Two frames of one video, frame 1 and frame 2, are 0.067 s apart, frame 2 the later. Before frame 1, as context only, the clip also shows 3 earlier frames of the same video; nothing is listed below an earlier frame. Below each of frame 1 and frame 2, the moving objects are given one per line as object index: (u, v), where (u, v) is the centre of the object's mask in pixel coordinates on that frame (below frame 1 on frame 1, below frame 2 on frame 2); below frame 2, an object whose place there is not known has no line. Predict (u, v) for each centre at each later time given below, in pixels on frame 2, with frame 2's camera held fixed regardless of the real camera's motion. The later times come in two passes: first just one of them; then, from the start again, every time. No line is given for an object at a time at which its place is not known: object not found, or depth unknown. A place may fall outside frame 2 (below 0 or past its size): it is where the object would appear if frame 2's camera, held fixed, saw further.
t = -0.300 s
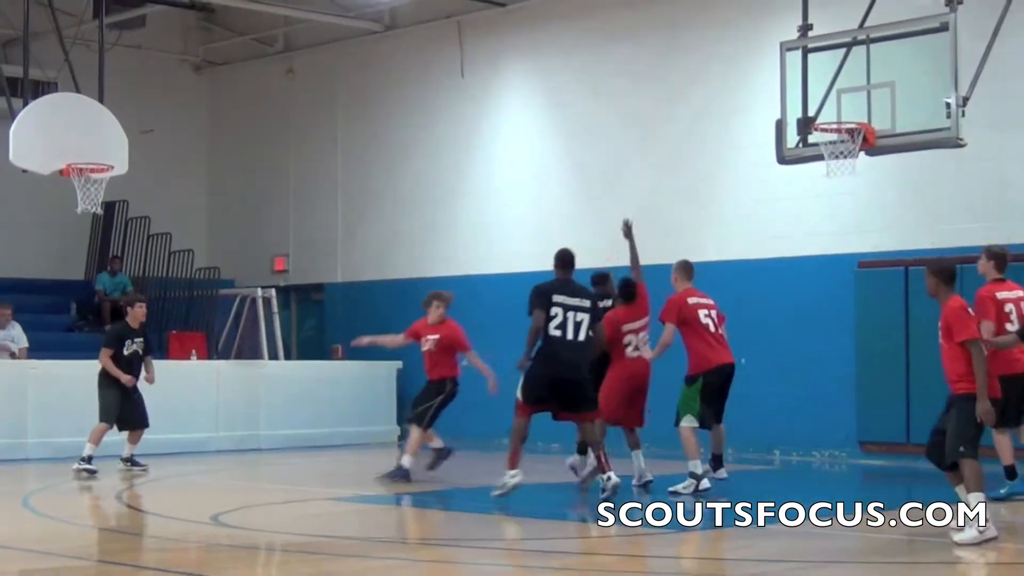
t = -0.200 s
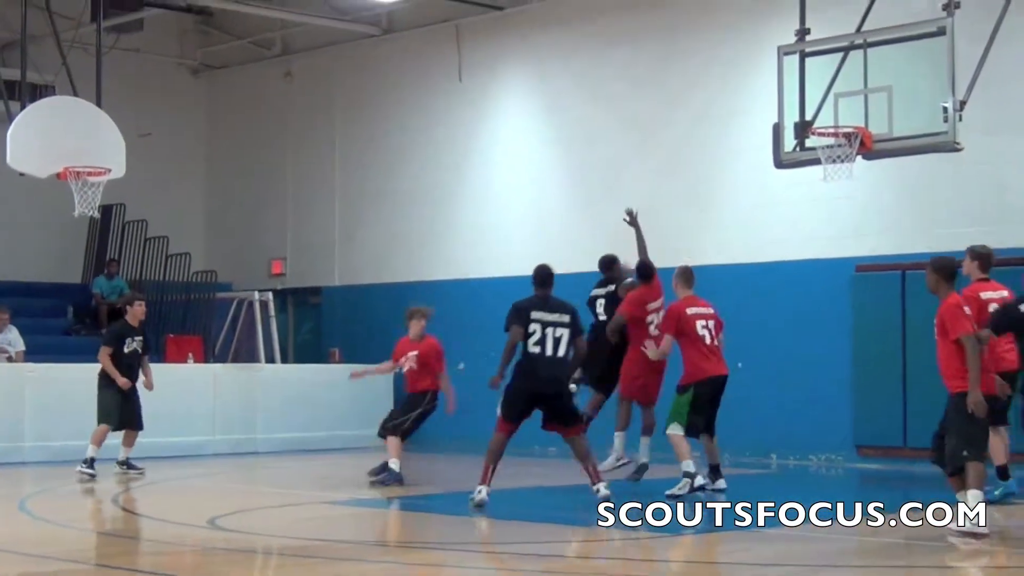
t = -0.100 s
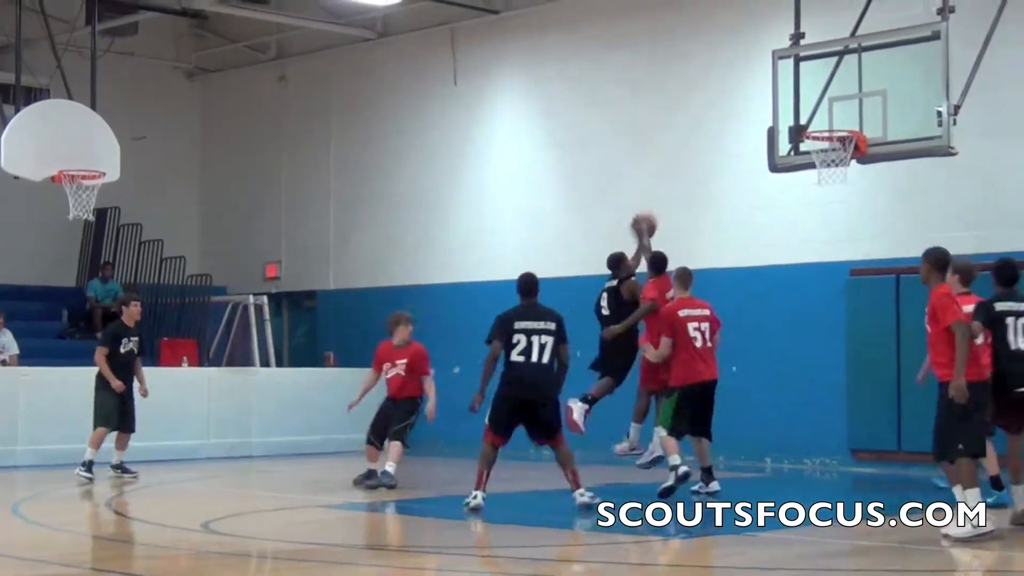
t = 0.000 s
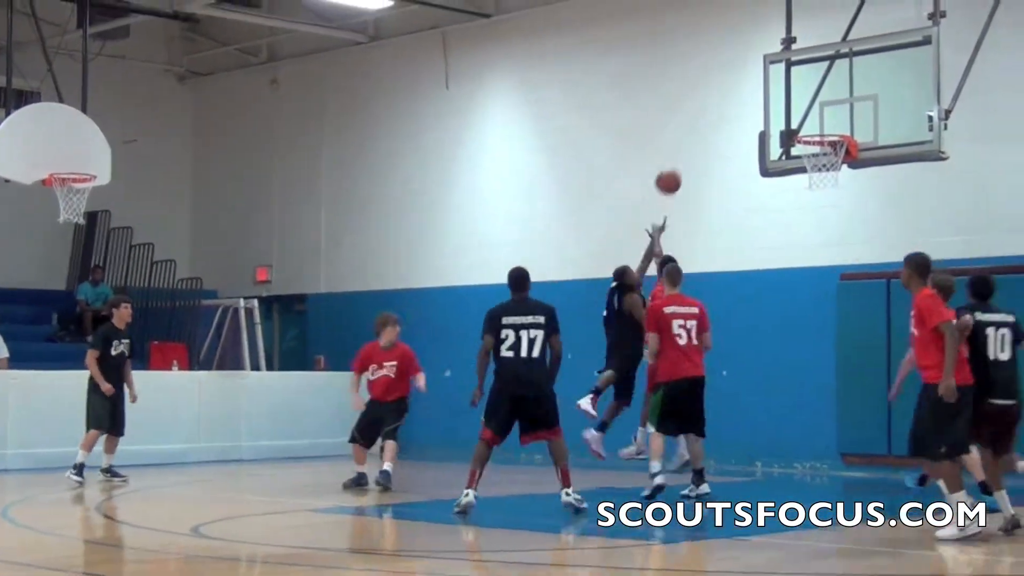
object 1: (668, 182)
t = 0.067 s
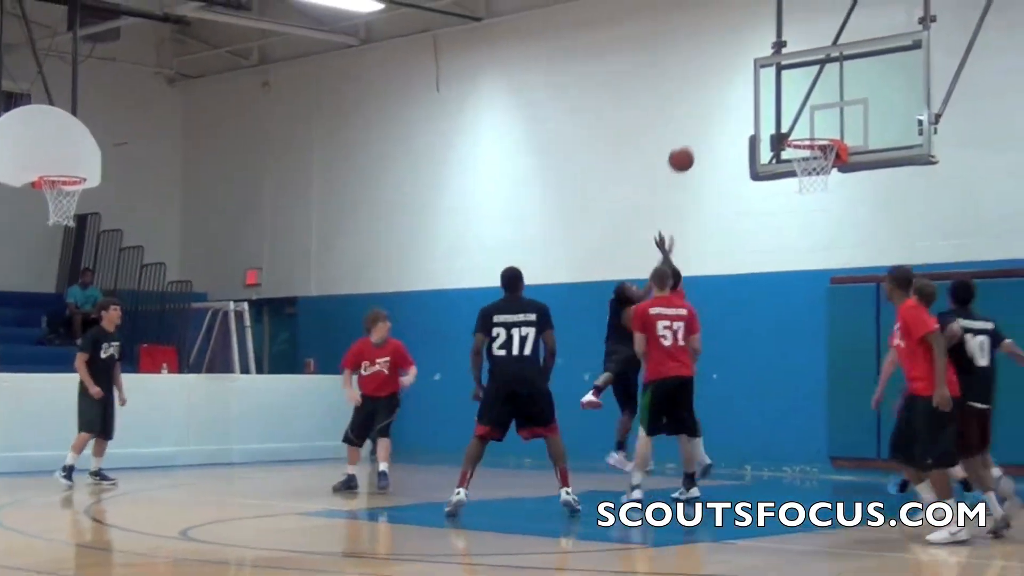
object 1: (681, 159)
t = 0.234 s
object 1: (740, 114)
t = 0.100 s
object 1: (693, 148)
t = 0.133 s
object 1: (705, 138)
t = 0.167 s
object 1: (716, 129)
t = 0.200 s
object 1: (728, 121)
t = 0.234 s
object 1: (740, 114)
